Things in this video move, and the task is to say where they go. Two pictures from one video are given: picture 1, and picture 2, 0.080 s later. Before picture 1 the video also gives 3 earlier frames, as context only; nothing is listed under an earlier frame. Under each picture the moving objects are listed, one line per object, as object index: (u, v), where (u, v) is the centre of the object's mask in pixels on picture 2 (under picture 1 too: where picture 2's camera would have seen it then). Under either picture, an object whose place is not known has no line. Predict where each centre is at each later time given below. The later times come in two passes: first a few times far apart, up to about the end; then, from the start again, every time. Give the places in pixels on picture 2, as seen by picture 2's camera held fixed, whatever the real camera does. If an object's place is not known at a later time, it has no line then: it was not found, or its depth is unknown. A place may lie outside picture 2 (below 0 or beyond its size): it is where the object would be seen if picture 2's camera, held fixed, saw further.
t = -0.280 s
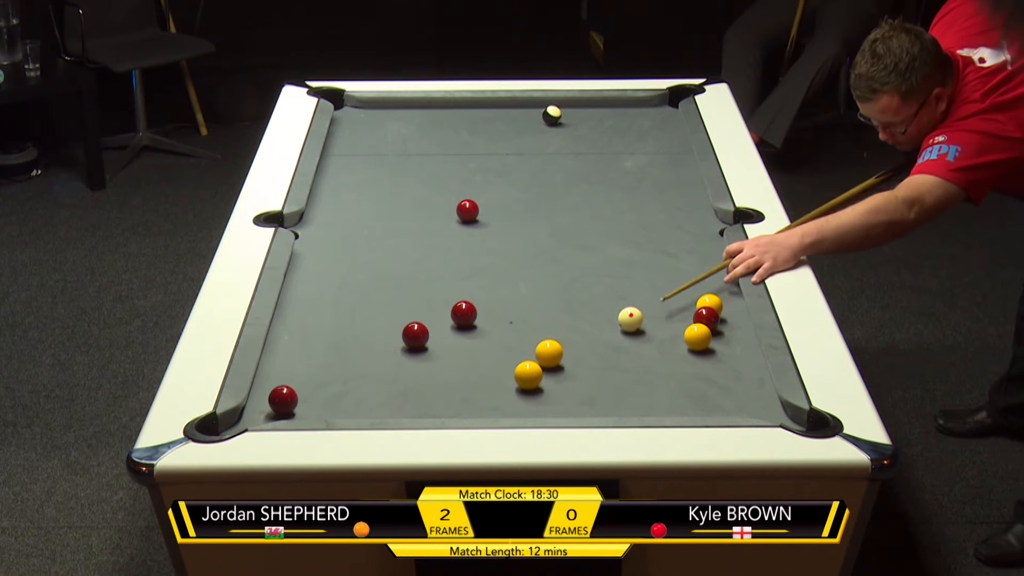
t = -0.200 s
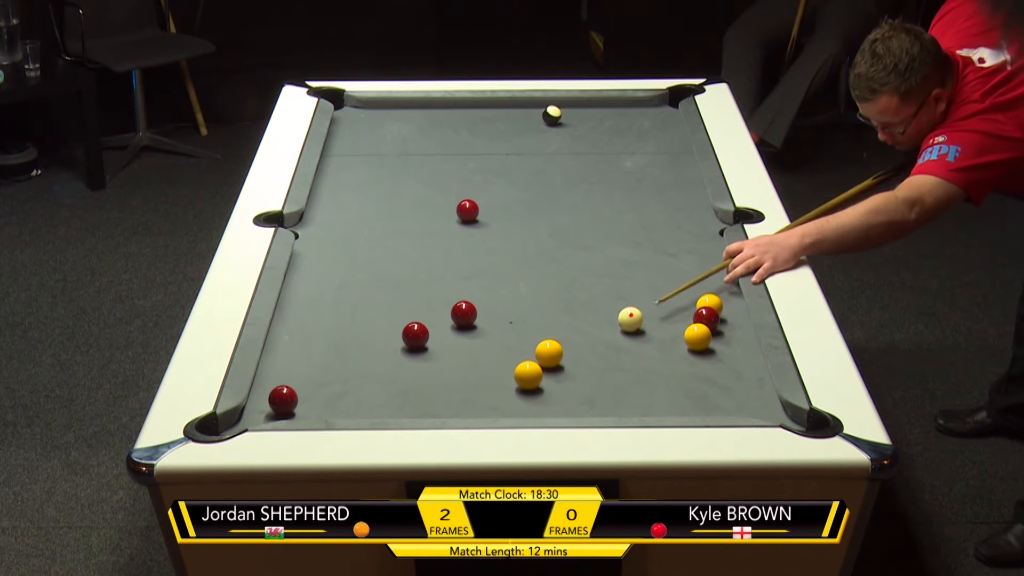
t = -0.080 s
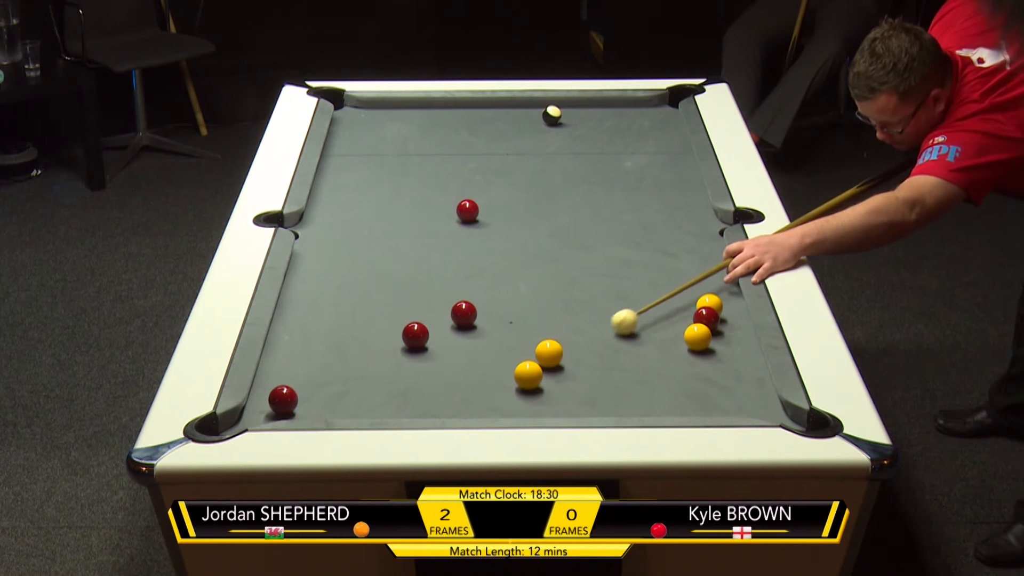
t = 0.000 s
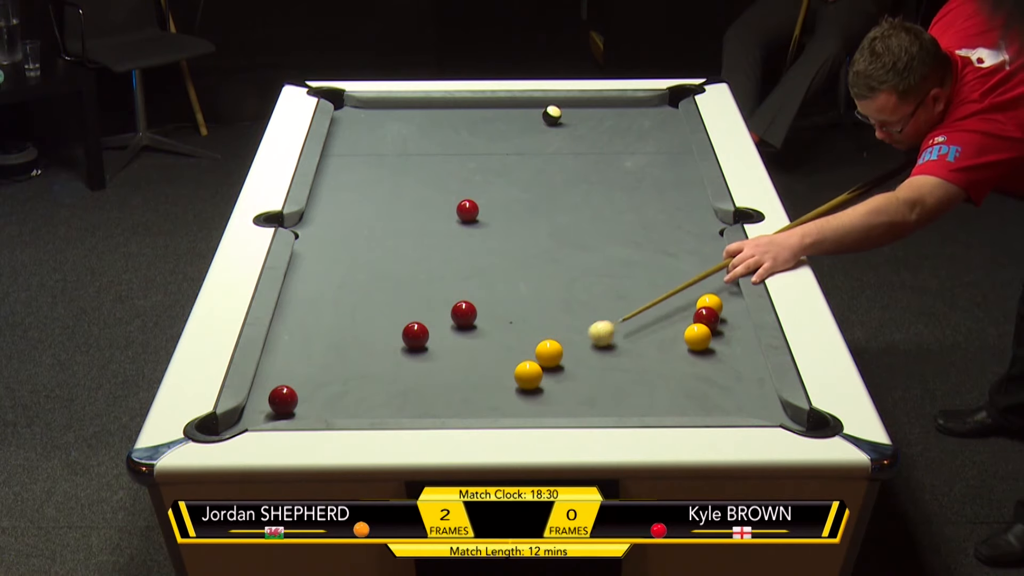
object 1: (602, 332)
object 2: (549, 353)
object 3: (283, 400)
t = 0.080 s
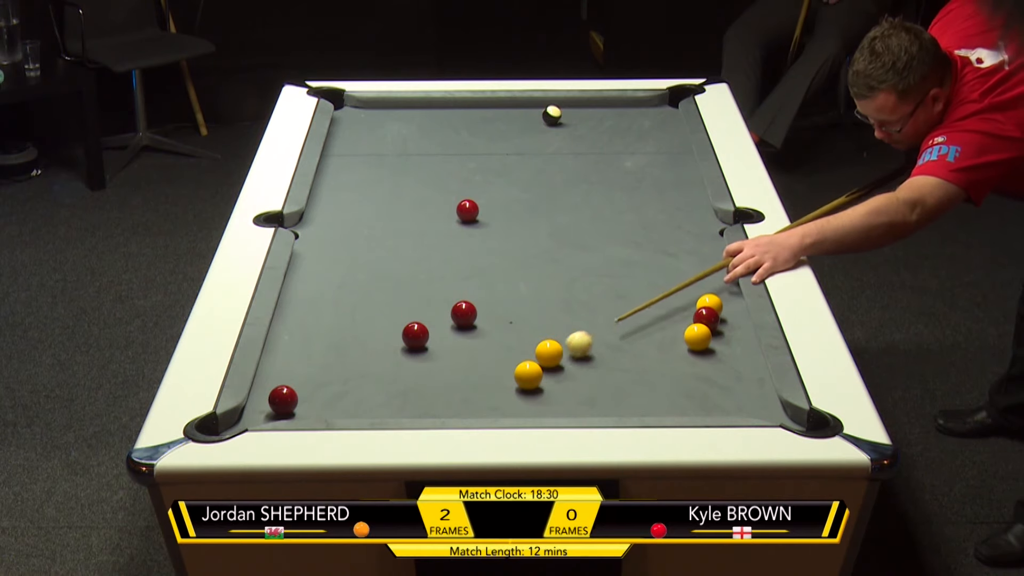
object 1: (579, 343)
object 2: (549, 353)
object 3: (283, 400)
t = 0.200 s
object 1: (575, 352)
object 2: (524, 355)
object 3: (283, 400)
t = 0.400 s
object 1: (574, 364)
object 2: (482, 372)
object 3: (283, 400)
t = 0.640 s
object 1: (573, 376)
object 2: (432, 386)
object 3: (283, 400)
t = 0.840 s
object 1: (573, 386)
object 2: (392, 396)
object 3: (283, 400)
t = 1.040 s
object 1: (572, 395)
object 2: (352, 406)
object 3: (283, 400)
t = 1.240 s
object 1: (571, 403)
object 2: (314, 412)
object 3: (283, 400)
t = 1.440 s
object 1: (571, 407)
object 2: (287, 409)
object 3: (281, 394)
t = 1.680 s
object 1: (572, 410)
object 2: (260, 412)
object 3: (279, 394)
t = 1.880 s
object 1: (571, 409)
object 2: (247, 415)
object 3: (277, 391)
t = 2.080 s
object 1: (571, 408)
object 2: (246, 417)
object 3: (275, 388)
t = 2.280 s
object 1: (571, 407)
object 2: (245, 420)
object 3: (273, 386)
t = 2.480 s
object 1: (571, 407)
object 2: (241, 422)
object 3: (273, 386)
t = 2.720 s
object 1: (571, 407)
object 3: (273, 387)
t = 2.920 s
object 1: (571, 407)
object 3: (273, 386)
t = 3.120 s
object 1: (571, 407)
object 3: (273, 386)
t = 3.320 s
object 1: (571, 407)
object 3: (273, 386)
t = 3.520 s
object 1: (571, 407)
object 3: (273, 386)
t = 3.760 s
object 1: (571, 407)
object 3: (273, 386)
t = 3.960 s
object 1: (571, 407)
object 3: (273, 386)
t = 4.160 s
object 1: (571, 407)
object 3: (273, 386)
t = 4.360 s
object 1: (571, 407)
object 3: (273, 386)
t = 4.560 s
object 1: (571, 407)
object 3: (273, 386)
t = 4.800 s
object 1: (571, 407)
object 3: (273, 386)
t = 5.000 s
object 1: (571, 407)
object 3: (273, 386)
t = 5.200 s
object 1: (571, 407)
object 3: (273, 386)
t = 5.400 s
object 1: (571, 407)
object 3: (273, 386)
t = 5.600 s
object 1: (571, 407)
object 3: (273, 386)
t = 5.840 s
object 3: (273, 386)
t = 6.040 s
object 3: (273, 386)
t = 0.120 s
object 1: (572, 348)
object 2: (545, 353)
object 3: (283, 400)
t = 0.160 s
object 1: (575, 350)
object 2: (535, 354)
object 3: (283, 400)
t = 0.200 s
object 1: (575, 352)
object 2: (524, 355)
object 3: (283, 400)
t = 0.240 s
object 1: (575, 355)
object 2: (514, 360)
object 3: (283, 400)
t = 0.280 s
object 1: (575, 357)
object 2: (506, 365)
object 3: (283, 400)
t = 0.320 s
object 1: (575, 359)
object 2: (499, 367)
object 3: (283, 400)
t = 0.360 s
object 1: (574, 361)
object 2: (491, 369)
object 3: (283, 400)
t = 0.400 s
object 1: (574, 364)
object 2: (482, 372)
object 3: (283, 400)
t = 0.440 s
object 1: (574, 366)
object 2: (474, 374)
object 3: (283, 400)
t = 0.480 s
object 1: (573, 368)
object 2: (465, 377)
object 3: (283, 400)
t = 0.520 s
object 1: (573, 370)
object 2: (457, 379)
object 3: (283, 400)
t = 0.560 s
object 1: (573, 372)
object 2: (449, 381)
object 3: (283, 400)
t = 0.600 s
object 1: (573, 375)
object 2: (441, 383)
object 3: (283, 400)
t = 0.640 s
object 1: (573, 376)
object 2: (432, 386)
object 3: (283, 400)
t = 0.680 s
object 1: (573, 378)
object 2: (424, 388)
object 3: (283, 400)
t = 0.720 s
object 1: (573, 380)
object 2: (416, 390)
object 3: (283, 400)
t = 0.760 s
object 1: (573, 382)
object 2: (408, 392)
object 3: (283, 400)
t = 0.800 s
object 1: (573, 384)
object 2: (400, 394)
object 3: (283, 400)
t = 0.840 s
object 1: (573, 386)
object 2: (392, 396)
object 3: (283, 400)
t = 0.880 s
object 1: (573, 388)
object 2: (384, 399)
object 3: (283, 400)
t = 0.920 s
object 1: (573, 390)
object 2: (376, 401)
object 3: (283, 400)
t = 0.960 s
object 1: (572, 392)
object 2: (368, 403)
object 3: (283, 400)
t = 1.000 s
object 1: (572, 394)
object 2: (360, 404)
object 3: (283, 400)
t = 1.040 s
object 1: (572, 395)
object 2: (352, 406)
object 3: (283, 400)
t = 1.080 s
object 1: (572, 396)
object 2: (344, 407)
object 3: (283, 400)
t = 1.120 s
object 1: (572, 398)
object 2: (336, 408)
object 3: (283, 399)
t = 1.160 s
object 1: (572, 400)
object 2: (329, 409)
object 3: (283, 400)
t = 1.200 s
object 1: (572, 402)
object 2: (321, 411)
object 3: (283, 400)
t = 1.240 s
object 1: (571, 403)
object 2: (314, 412)
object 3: (283, 400)
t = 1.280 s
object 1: (571, 404)
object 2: (308, 411)
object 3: (283, 400)
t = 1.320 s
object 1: (571, 405)
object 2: (302, 410)
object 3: (282, 399)
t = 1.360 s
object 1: (571, 406)
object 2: (297, 410)
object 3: (281, 397)
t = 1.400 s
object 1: (571, 407)
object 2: (292, 410)
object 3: (281, 396)
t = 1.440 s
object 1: (571, 407)
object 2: (287, 409)
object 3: (281, 394)
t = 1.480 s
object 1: (571, 408)
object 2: (283, 409)
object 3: (282, 393)
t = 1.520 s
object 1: (571, 409)
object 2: (278, 410)
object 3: (282, 393)
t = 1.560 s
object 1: (571, 409)
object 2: (274, 410)
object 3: (282, 393)
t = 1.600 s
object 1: (572, 410)
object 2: (270, 411)
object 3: (282, 394)
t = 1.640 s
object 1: (572, 411)
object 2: (265, 411)
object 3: (280, 394)
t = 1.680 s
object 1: (572, 410)
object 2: (260, 412)
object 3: (279, 394)
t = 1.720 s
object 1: (571, 410)
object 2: (256, 413)
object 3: (279, 394)
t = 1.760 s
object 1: (571, 410)
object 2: (253, 413)
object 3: (278, 393)
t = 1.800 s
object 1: (571, 410)
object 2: (249, 414)
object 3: (278, 392)
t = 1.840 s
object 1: (571, 409)
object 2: (248, 414)
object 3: (277, 391)
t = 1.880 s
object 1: (571, 409)
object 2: (247, 415)
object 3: (277, 391)
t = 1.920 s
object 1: (571, 409)
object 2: (247, 415)
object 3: (276, 390)
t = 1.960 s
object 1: (571, 408)
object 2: (247, 416)
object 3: (276, 389)
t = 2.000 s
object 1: (571, 408)
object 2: (247, 416)
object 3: (275, 389)
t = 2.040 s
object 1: (571, 408)
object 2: (247, 417)
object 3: (275, 389)
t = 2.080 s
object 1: (571, 408)
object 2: (246, 417)
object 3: (275, 388)
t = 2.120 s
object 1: (571, 408)
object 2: (246, 418)
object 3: (274, 388)
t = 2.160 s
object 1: (571, 408)
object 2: (246, 419)
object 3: (274, 387)
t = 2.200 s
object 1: (571, 408)
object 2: (246, 419)
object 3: (274, 387)
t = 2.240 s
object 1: (571, 407)
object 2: (245, 419)
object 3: (273, 387)
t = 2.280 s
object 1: (571, 407)
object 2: (245, 420)
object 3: (273, 386)
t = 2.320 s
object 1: (571, 407)
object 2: (244, 420)
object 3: (273, 386)
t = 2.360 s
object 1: (571, 407)
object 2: (244, 421)
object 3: (273, 386)
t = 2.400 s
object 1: (571, 407)
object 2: (243, 421)
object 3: (273, 386)
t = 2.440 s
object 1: (571, 407)
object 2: (243, 421)
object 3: (273, 386)
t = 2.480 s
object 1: (571, 407)
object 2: (241, 422)
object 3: (273, 386)
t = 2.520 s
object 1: (571, 407)
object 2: (239, 423)
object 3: (273, 386)
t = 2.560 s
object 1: (571, 407)
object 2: (235, 426)
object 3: (272, 386)
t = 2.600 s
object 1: (571, 407)
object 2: (231, 429)
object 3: (272, 386)
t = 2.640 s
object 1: (571, 407)
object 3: (272, 387)
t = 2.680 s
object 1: (571, 407)
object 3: (273, 387)
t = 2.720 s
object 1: (571, 407)
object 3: (273, 387)
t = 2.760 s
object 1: (571, 407)
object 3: (273, 387)
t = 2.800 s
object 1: (571, 407)
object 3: (273, 387)
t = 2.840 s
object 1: (571, 407)
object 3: (273, 387)
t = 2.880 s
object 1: (571, 407)
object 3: (273, 386)
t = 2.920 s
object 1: (571, 407)
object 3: (273, 386)
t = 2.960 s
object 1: (571, 407)
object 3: (273, 386)
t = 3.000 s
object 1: (571, 407)
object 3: (273, 386)
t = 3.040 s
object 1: (571, 407)
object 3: (273, 386)
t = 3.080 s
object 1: (571, 407)
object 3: (273, 386)
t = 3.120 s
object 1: (571, 407)
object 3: (273, 386)
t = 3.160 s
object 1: (571, 407)
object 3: (273, 386)
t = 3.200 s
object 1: (571, 407)
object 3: (273, 386)
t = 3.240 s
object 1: (571, 407)
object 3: (273, 386)
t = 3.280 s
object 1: (571, 407)
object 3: (273, 386)
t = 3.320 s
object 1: (571, 407)
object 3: (273, 386)
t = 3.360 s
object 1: (571, 407)
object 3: (273, 386)
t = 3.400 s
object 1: (571, 407)
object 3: (273, 386)
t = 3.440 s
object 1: (571, 407)
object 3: (273, 386)
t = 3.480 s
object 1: (571, 407)
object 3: (273, 386)
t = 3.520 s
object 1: (571, 407)
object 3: (273, 386)
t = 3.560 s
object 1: (571, 407)
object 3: (273, 386)
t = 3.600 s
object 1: (571, 407)
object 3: (273, 386)
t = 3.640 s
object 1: (571, 407)
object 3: (273, 386)
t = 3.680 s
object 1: (571, 407)
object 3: (273, 386)
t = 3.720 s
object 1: (571, 407)
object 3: (273, 386)
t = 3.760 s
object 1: (571, 407)
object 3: (273, 386)
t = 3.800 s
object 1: (571, 407)
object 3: (273, 386)
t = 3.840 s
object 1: (571, 407)
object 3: (273, 386)
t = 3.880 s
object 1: (571, 407)
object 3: (273, 386)
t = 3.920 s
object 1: (571, 407)
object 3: (273, 386)
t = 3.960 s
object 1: (571, 407)
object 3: (273, 386)
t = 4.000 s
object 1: (571, 407)
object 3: (273, 386)
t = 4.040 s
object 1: (571, 407)
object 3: (273, 386)
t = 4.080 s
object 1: (571, 407)
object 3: (273, 386)
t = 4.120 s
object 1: (571, 407)
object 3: (273, 386)
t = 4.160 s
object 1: (571, 407)
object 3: (273, 386)
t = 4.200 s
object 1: (571, 407)
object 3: (273, 386)
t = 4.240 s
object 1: (571, 407)
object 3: (273, 386)
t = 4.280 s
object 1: (571, 407)
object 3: (273, 386)
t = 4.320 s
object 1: (571, 407)
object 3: (273, 386)
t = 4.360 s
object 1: (571, 407)
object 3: (273, 386)
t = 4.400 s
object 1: (571, 407)
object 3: (273, 386)
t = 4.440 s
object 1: (571, 407)
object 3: (273, 386)
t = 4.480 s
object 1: (571, 407)
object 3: (273, 386)
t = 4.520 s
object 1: (571, 407)
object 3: (273, 386)
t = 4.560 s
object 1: (571, 407)
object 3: (273, 386)
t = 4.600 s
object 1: (571, 407)
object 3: (273, 386)
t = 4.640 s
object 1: (571, 407)
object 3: (273, 386)
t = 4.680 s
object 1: (571, 407)
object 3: (273, 386)
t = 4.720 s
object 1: (571, 407)
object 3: (273, 386)
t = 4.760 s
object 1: (571, 407)
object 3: (273, 386)
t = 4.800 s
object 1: (571, 407)
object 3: (273, 386)
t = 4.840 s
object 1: (571, 407)
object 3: (273, 386)
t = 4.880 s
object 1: (571, 407)
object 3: (273, 386)
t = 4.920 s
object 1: (571, 407)
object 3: (273, 386)
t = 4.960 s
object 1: (571, 407)
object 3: (273, 386)
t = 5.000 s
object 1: (571, 407)
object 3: (273, 386)
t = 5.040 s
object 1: (571, 407)
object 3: (273, 386)
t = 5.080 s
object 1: (571, 407)
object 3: (273, 386)
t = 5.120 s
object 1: (571, 407)
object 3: (273, 386)
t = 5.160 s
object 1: (571, 407)
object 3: (273, 386)
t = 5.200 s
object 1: (571, 407)
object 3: (273, 386)
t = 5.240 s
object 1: (571, 407)
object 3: (273, 386)
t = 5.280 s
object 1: (571, 407)
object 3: (273, 386)
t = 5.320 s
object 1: (571, 407)
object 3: (273, 386)
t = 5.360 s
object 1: (571, 407)
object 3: (273, 386)
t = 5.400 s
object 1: (571, 407)
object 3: (273, 386)
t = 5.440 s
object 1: (571, 407)
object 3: (273, 386)
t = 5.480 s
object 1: (571, 407)
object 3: (273, 386)
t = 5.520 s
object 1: (571, 407)
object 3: (273, 386)
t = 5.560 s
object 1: (571, 407)
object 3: (273, 386)
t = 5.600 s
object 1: (571, 407)
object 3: (273, 386)
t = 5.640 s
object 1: (571, 407)
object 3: (273, 386)
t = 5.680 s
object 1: (571, 407)
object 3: (273, 386)
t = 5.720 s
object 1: (564, 407)
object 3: (273, 386)
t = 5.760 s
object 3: (273, 386)
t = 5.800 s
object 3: (273, 386)
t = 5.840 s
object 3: (273, 386)
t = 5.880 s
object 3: (273, 386)
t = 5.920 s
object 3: (273, 386)
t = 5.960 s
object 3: (273, 386)
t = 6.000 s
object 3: (273, 386)
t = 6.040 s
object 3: (273, 386)
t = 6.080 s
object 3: (271, 385)
